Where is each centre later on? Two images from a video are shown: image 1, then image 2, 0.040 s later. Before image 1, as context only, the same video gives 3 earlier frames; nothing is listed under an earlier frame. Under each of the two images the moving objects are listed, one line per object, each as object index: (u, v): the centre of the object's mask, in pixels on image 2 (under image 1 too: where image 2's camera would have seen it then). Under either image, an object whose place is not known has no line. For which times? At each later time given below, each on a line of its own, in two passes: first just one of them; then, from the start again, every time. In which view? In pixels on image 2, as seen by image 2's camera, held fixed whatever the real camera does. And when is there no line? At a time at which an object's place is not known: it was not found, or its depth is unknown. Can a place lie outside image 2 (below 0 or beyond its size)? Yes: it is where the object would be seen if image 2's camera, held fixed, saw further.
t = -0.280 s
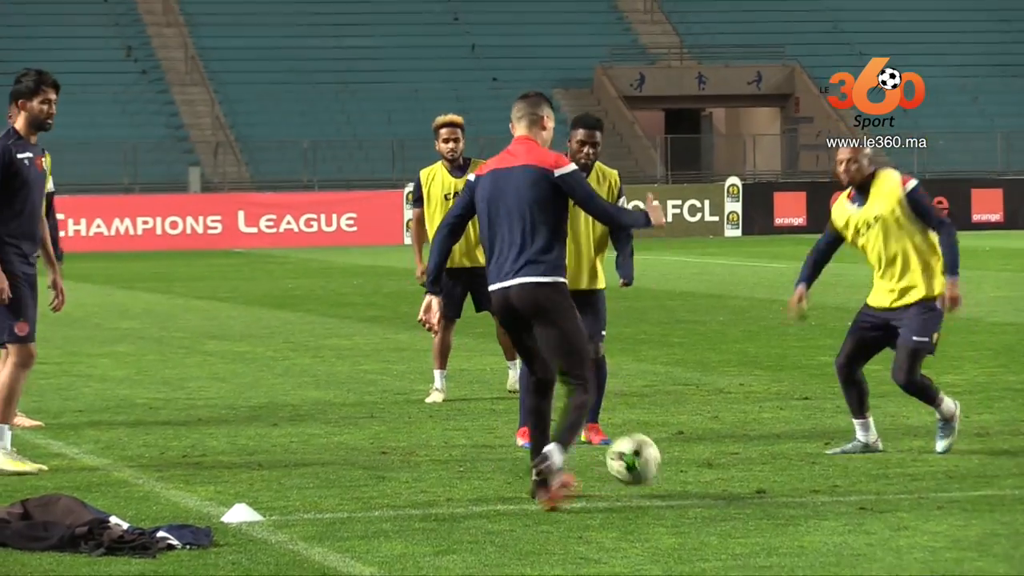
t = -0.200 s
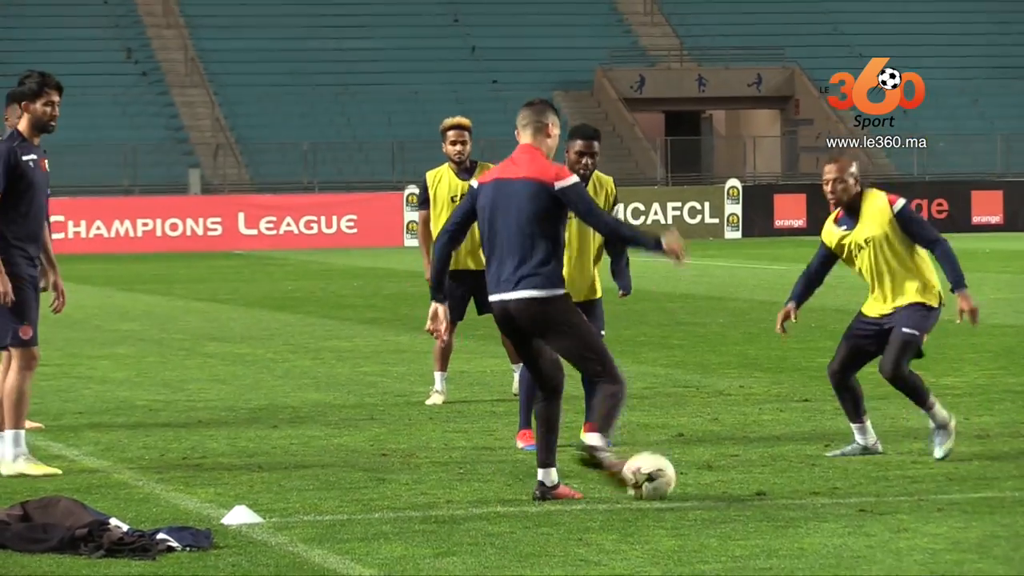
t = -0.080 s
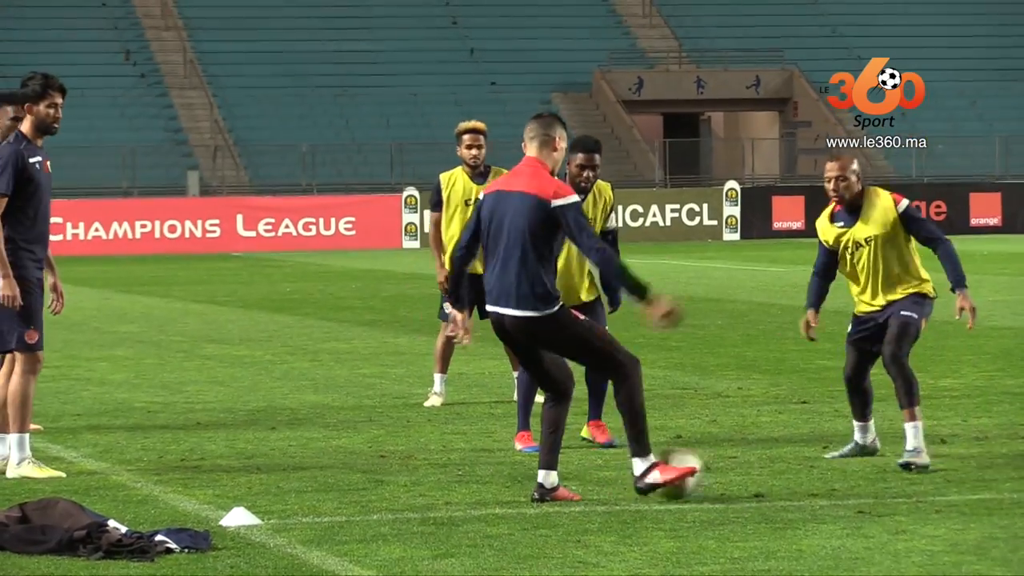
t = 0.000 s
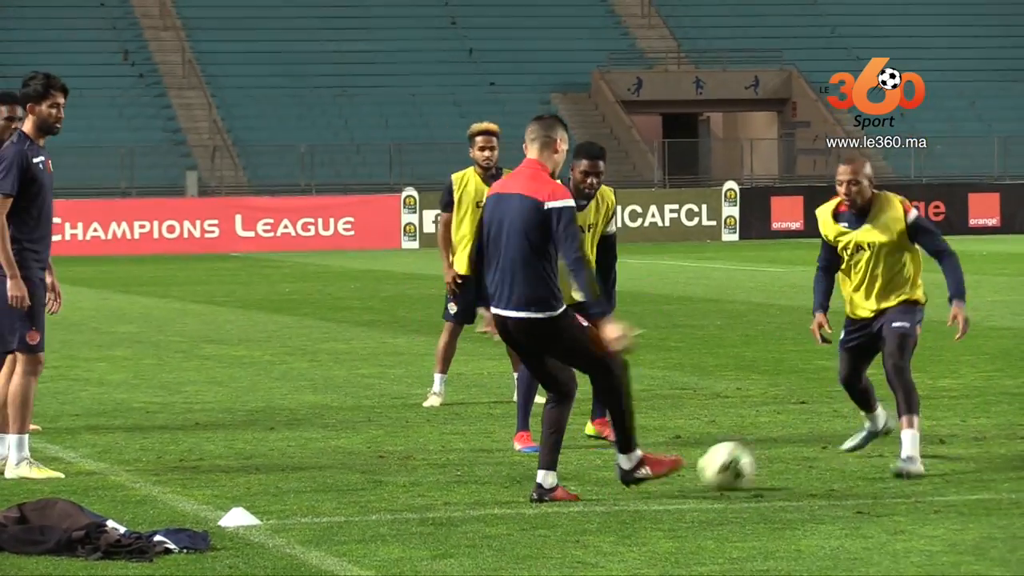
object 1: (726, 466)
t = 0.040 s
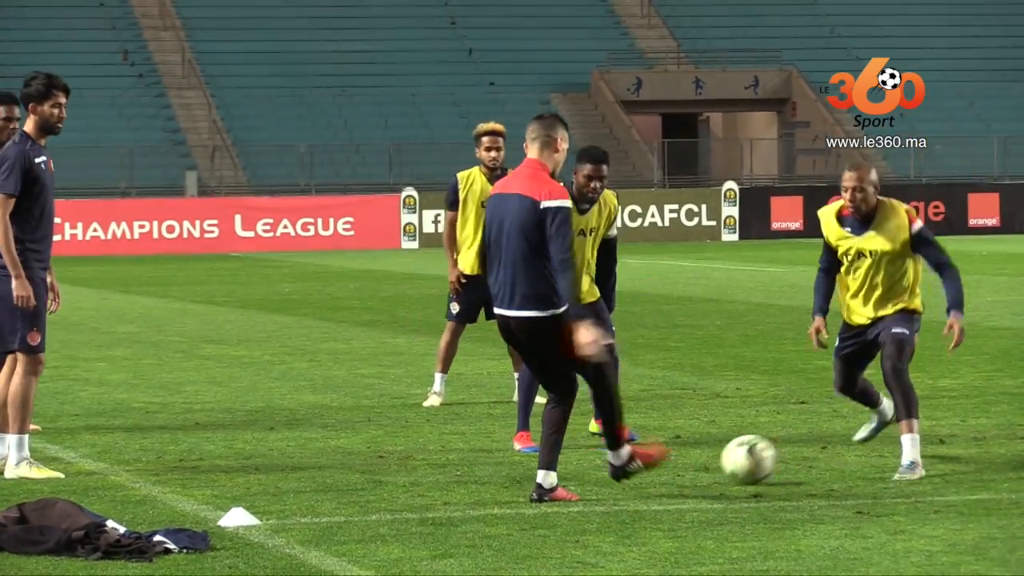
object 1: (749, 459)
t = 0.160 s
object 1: (812, 447)
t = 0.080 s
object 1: (771, 456)
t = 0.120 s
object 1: (794, 453)
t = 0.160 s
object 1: (812, 447)
